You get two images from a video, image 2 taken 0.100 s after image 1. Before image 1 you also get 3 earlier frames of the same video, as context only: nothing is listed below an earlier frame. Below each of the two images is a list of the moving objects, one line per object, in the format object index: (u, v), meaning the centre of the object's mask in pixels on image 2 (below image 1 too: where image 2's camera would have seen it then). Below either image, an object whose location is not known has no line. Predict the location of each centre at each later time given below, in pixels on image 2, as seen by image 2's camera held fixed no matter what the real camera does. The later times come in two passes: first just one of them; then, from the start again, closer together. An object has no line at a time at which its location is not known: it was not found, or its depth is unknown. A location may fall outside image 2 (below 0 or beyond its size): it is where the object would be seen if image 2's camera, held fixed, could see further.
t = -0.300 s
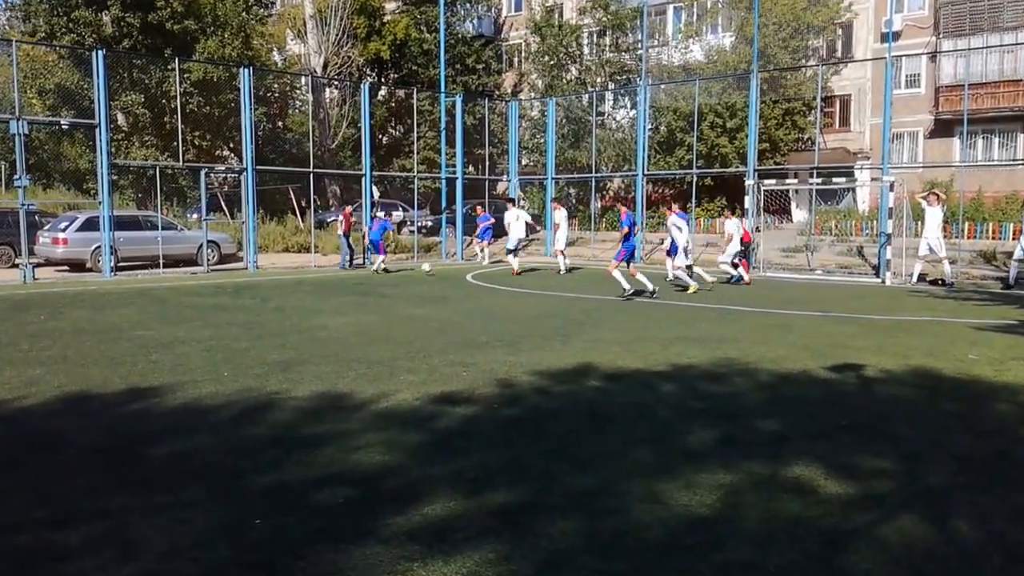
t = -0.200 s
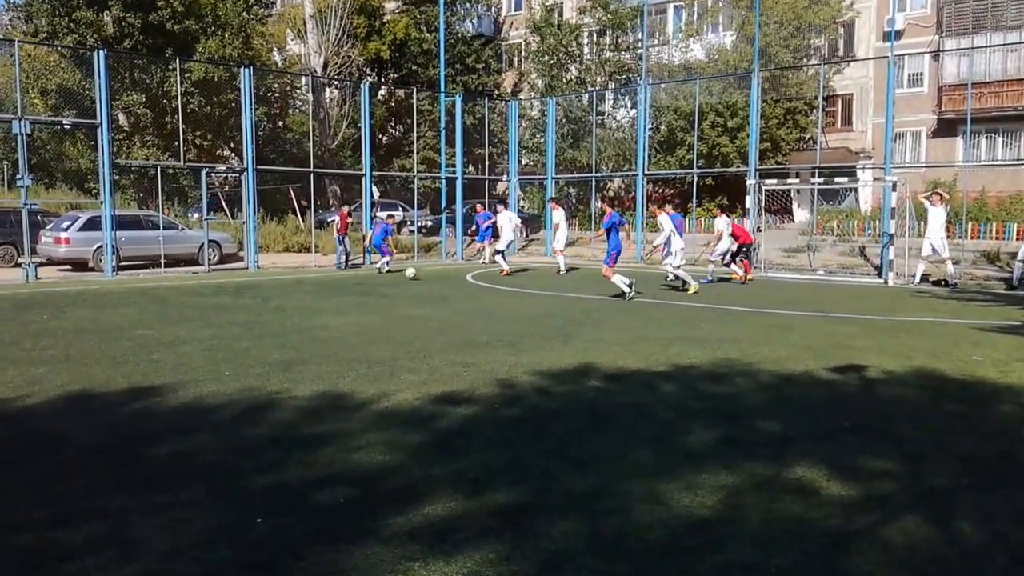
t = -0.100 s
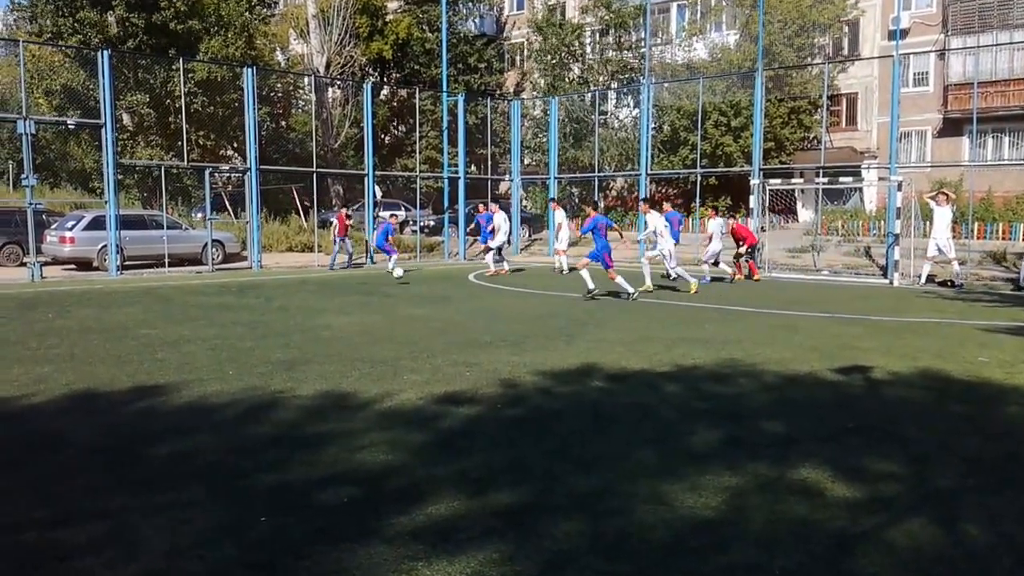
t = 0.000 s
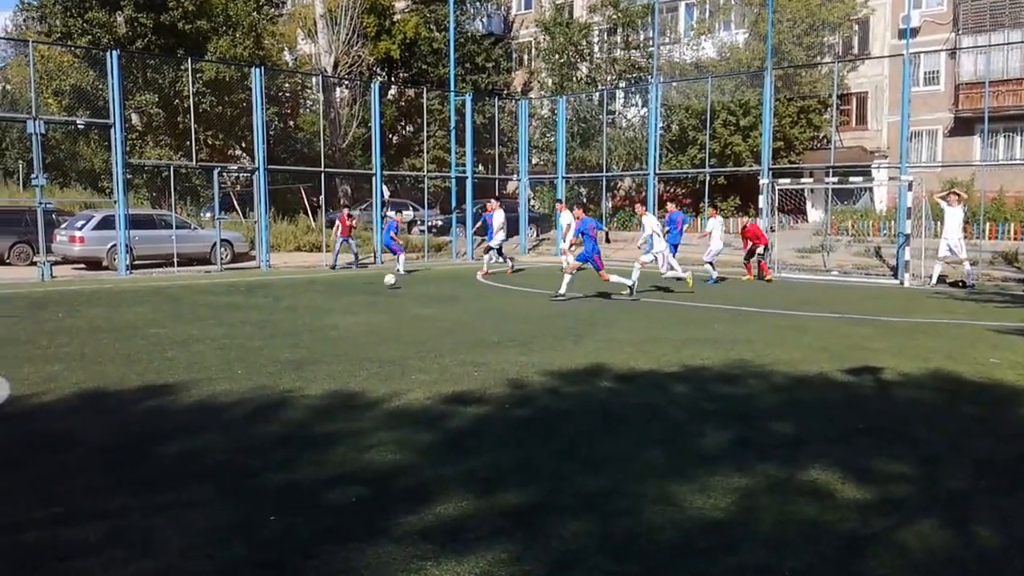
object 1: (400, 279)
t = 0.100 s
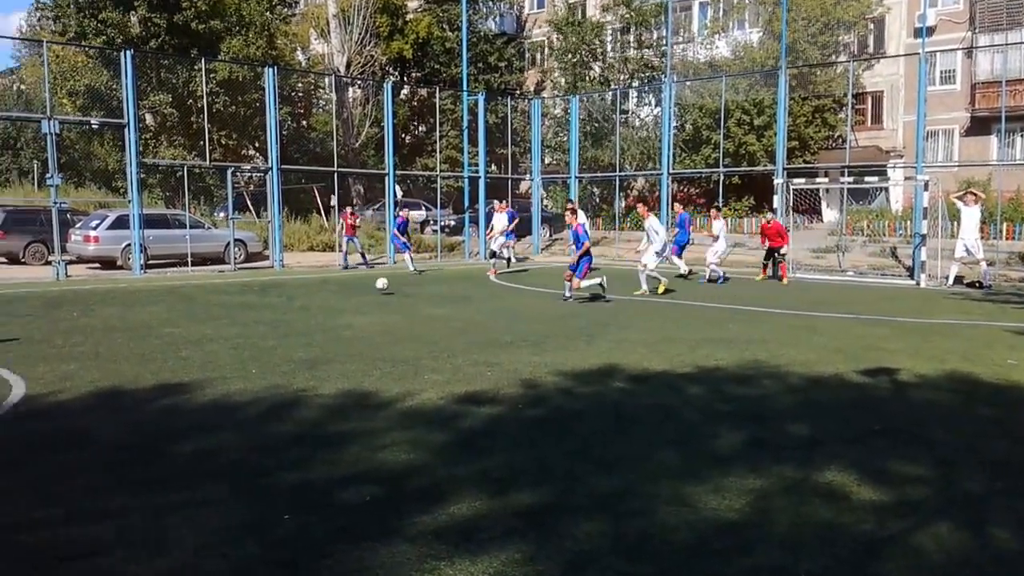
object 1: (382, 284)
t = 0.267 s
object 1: (368, 293)
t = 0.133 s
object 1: (383, 284)
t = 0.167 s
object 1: (379, 285)
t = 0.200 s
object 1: (370, 289)
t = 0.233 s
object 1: (366, 292)
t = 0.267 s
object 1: (368, 293)
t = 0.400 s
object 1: (345, 295)
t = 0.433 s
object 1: (339, 295)
